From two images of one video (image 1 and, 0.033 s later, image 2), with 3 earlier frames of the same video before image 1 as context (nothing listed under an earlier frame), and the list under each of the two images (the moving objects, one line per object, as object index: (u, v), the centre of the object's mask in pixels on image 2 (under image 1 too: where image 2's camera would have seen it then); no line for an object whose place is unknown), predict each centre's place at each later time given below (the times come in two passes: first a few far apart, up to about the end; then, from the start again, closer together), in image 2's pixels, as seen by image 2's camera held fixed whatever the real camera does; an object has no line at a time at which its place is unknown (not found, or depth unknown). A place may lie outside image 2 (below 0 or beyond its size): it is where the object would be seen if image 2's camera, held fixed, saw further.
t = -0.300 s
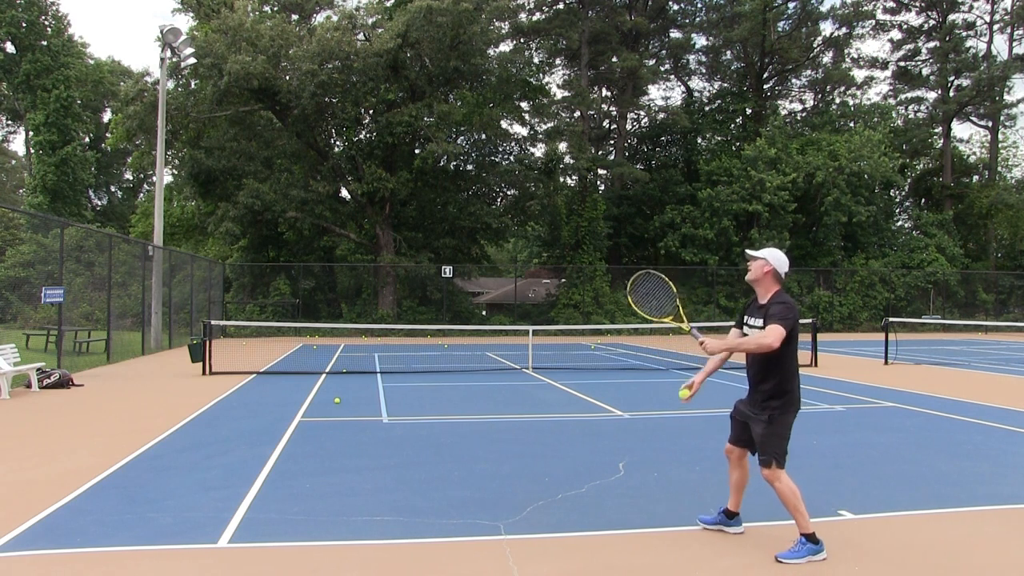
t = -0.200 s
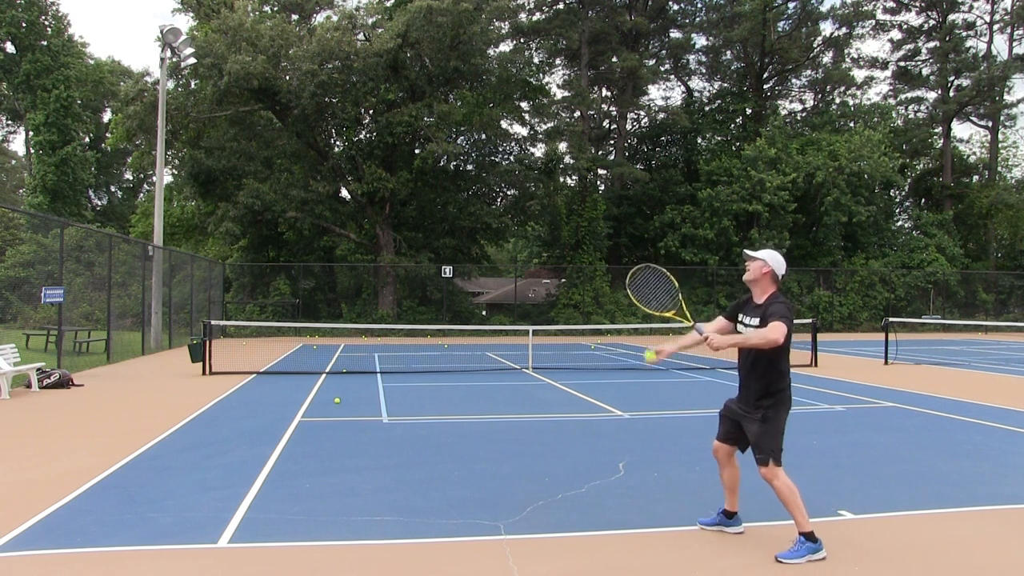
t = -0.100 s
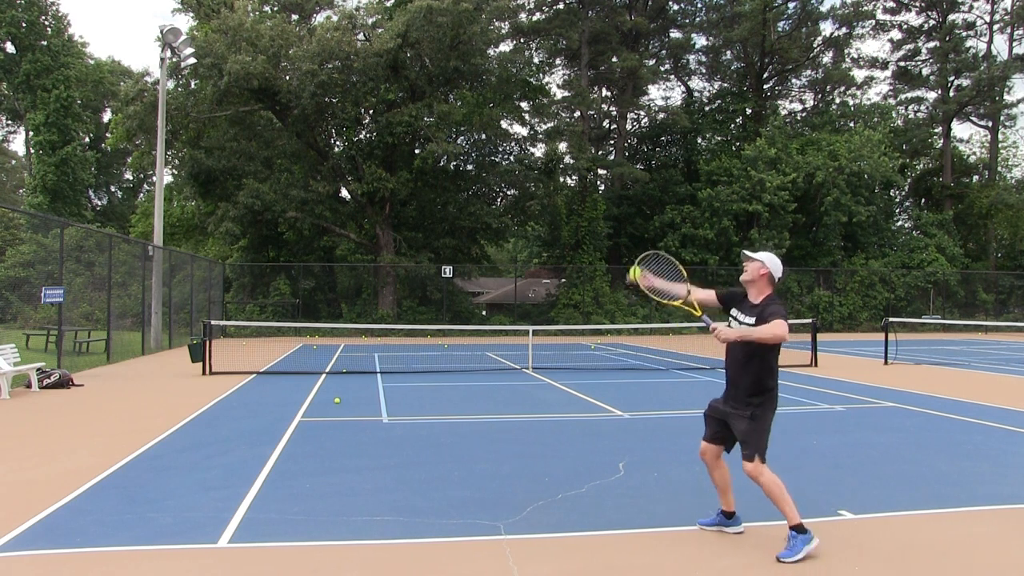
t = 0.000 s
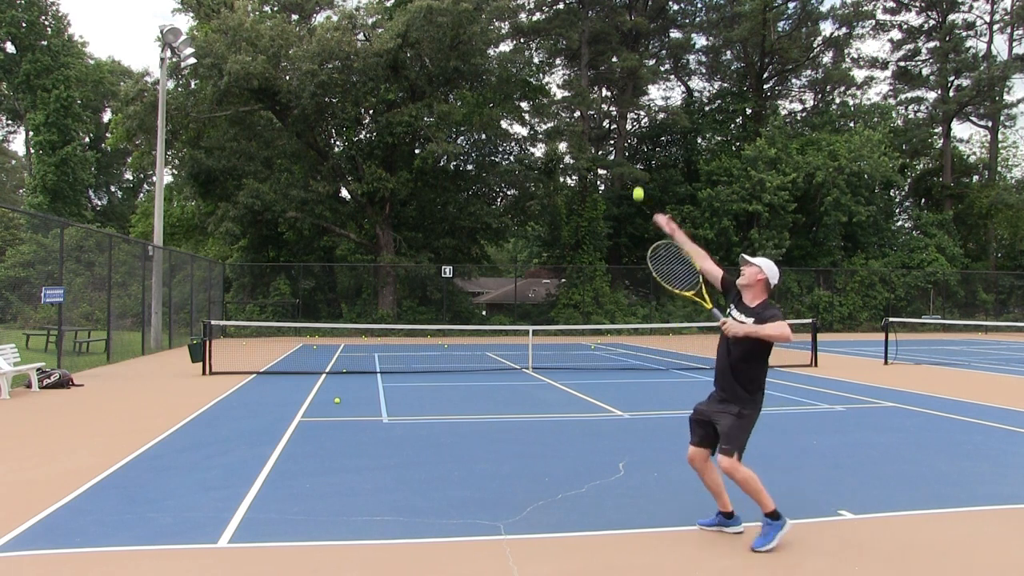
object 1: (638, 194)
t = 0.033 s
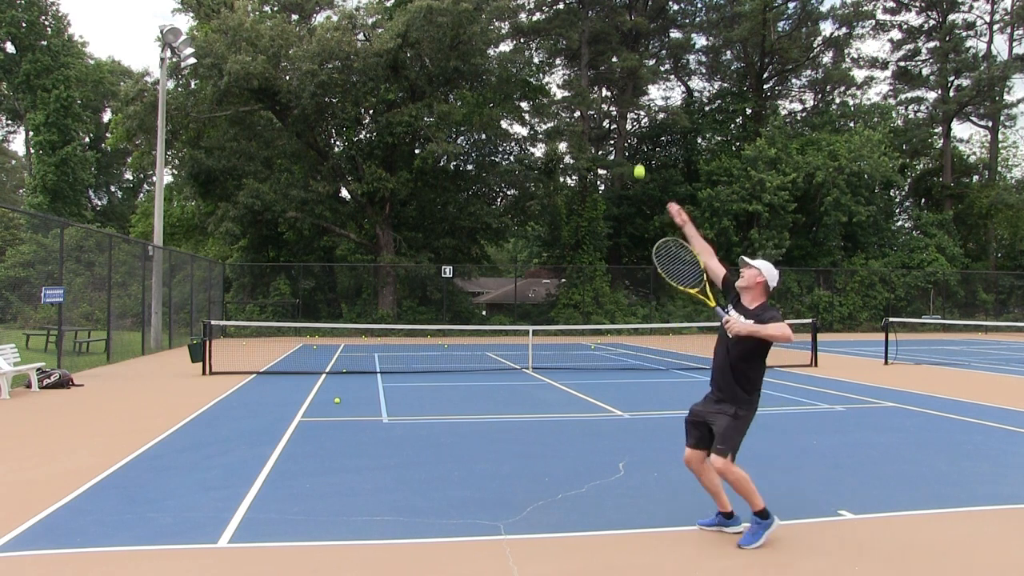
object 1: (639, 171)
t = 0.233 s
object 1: (645, 77)
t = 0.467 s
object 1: (653, 46)
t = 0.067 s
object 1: (640, 151)
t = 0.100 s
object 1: (641, 133)
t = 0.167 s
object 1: (643, 102)
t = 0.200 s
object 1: (644, 89)
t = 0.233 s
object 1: (645, 77)
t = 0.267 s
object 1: (646, 68)
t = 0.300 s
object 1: (647, 60)
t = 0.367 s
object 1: (650, 49)
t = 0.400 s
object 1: (651, 46)
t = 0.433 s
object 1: (652, 45)
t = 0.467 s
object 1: (653, 46)
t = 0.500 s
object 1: (655, 47)
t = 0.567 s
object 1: (657, 55)
